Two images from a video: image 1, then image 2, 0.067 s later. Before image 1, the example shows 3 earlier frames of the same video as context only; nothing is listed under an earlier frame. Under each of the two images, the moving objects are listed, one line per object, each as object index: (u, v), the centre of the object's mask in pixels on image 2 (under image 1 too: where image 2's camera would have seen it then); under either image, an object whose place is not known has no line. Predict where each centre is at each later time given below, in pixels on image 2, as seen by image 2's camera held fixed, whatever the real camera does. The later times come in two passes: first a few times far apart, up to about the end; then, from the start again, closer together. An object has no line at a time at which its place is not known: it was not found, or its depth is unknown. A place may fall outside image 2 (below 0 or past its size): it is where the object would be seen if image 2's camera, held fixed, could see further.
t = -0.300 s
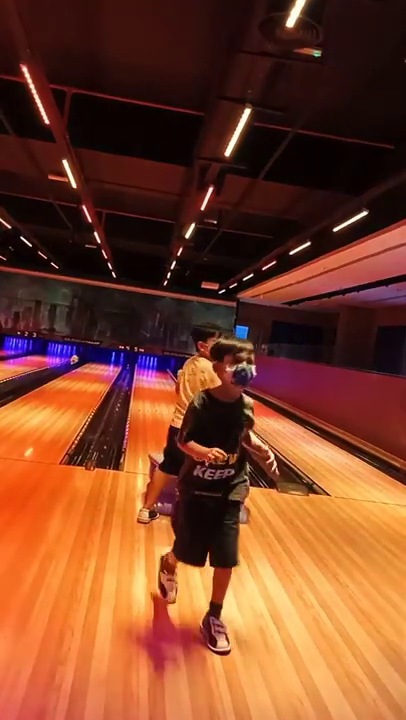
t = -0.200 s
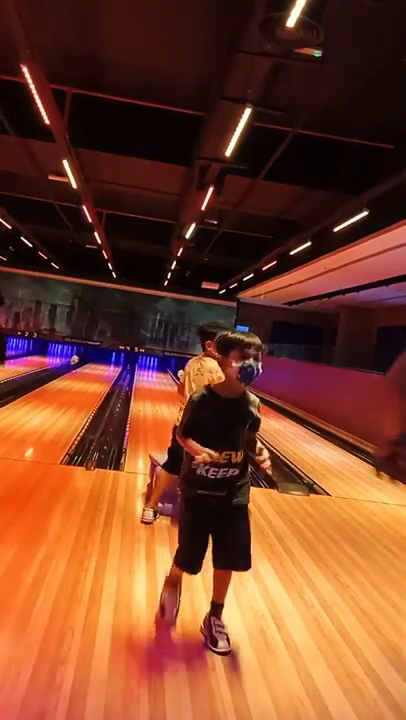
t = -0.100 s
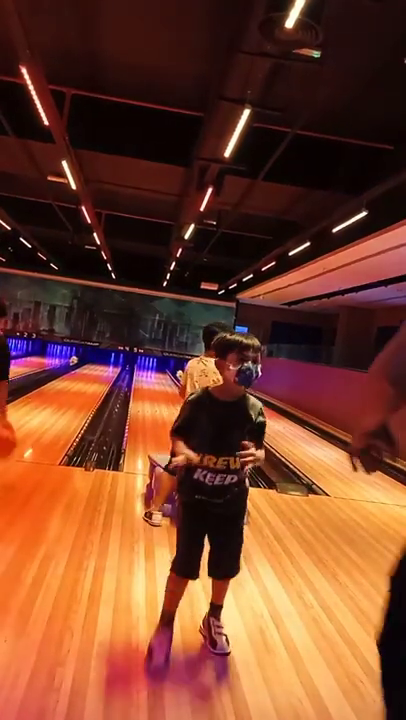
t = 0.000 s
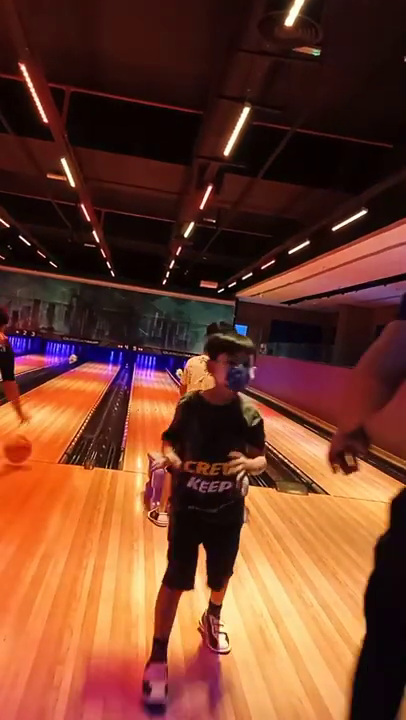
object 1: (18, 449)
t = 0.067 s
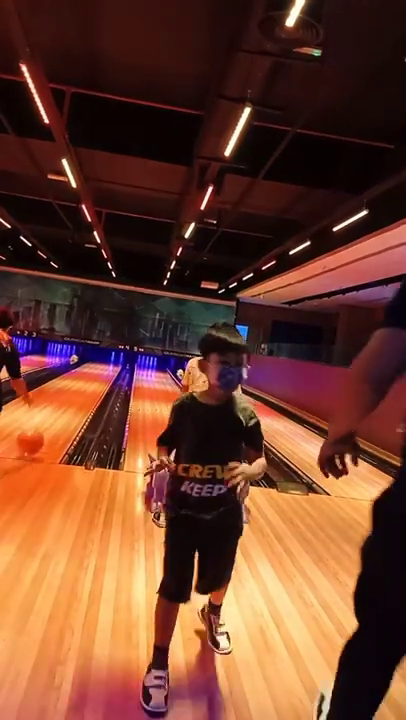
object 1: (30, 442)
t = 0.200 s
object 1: (46, 433)
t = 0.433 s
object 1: (69, 417)
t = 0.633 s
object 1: (84, 407)
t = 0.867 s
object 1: (94, 398)
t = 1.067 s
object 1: (103, 394)
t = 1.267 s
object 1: (108, 391)
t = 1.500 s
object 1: (111, 387)
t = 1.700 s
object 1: (113, 385)
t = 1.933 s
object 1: (115, 382)
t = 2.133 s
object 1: (116, 380)
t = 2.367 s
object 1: (116, 377)
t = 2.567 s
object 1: (117, 376)
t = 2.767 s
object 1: (118, 374)
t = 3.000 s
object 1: (119, 373)
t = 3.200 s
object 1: (119, 371)
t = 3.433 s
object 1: (119, 370)
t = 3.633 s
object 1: (120, 369)
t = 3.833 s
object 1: (120, 367)
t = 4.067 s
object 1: (121, 366)
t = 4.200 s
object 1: (122, 364)
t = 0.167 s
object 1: (42, 435)
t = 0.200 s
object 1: (46, 433)
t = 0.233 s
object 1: (50, 430)
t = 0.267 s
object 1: (54, 427)
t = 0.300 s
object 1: (57, 425)
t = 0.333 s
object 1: (60, 423)
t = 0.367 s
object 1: (64, 420)
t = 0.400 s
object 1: (66, 419)
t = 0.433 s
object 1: (69, 417)
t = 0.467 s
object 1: (72, 414)
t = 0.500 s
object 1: (75, 413)
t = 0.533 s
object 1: (77, 411)
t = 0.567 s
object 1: (78, 410)
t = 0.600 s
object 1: (81, 408)
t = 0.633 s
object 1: (84, 407)
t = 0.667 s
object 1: (85, 406)
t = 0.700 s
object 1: (86, 406)
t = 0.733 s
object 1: (88, 403)
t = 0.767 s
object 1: (89, 402)
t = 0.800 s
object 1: (91, 401)
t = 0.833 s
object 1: (93, 399)
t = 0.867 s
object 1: (94, 398)
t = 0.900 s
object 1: (96, 398)
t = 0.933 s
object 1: (96, 397)
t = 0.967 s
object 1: (98, 395)
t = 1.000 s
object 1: (99, 394)
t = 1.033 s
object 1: (102, 394)
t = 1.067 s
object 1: (103, 394)
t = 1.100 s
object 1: (106, 395)
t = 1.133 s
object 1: (107, 395)
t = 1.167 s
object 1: (107, 394)
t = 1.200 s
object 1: (107, 393)
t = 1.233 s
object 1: (107, 392)
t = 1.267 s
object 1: (108, 391)
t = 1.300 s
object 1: (109, 390)
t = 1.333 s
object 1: (110, 390)
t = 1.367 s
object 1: (110, 390)
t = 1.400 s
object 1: (110, 389)
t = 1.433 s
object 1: (111, 388)
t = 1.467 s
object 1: (111, 388)
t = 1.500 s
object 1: (111, 387)
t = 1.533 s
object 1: (112, 387)
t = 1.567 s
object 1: (112, 387)
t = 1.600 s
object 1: (112, 386)
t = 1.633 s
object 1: (112, 386)
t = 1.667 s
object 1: (112, 385)
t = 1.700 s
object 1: (113, 385)
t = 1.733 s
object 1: (113, 384)
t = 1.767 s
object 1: (114, 384)
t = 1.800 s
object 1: (114, 384)
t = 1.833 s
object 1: (114, 383)
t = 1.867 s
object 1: (114, 383)
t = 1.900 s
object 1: (114, 383)
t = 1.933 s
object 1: (115, 382)
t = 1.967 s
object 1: (115, 382)
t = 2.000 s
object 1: (116, 381)
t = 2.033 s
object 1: (116, 381)
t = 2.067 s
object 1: (116, 380)
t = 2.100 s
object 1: (116, 380)
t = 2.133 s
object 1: (116, 380)
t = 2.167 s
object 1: (116, 380)
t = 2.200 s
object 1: (116, 378)
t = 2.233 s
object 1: (116, 378)
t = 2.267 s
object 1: (116, 377)
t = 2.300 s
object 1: (116, 377)
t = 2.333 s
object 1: (116, 378)
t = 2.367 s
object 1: (116, 377)
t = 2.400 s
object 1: (116, 376)
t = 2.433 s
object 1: (116, 376)
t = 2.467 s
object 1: (117, 376)
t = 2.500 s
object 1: (117, 376)
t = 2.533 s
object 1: (116, 376)
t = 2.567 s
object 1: (117, 376)
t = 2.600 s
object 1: (117, 375)
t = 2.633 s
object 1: (117, 374)
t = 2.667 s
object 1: (117, 374)
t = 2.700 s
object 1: (117, 374)
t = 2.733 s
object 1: (117, 375)
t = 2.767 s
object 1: (118, 374)
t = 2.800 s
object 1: (118, 373)
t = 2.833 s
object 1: (118, 373)
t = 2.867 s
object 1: (118, 373)
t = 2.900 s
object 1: (119, 373)
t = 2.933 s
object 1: (119, 372)
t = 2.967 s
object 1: (119, 373)
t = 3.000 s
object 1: (119, 373)
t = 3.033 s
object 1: (119, 373)
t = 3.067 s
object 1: (119, 372)
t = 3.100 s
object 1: (119, 372)
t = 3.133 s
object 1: (119, 372)
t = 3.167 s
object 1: (120, 371)
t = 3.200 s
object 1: (119, 371)
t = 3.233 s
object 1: (119, 370)
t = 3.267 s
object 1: (119, 371)
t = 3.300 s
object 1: (119, 370)
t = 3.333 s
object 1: (119, 370)
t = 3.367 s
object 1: (119, 370)
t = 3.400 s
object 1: (119, 370)
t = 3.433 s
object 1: (119, 370)
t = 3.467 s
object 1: (119, 370)
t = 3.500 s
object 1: (119, 370)
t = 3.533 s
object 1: (120, 369)
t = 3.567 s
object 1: (119, 370)
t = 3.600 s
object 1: (120, 369)
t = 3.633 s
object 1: (120, 369)
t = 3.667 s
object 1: (121, 368)
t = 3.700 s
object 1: (120, 368)
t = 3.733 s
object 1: (120, 368)
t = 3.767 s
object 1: (120, 369)
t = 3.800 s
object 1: (121, 367)
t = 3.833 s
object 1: (120, 367)
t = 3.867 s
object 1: (121, 368)
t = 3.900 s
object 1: (121, 368)
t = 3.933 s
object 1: (121, 367)
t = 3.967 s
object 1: (121, 367)
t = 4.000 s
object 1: (121, 367)
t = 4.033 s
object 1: (121, 366)
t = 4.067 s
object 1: (121, 366)
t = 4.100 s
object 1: (121, 366)
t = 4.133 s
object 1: (121, 366)
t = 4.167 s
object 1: (122, 364)
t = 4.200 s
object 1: (122, 364)
